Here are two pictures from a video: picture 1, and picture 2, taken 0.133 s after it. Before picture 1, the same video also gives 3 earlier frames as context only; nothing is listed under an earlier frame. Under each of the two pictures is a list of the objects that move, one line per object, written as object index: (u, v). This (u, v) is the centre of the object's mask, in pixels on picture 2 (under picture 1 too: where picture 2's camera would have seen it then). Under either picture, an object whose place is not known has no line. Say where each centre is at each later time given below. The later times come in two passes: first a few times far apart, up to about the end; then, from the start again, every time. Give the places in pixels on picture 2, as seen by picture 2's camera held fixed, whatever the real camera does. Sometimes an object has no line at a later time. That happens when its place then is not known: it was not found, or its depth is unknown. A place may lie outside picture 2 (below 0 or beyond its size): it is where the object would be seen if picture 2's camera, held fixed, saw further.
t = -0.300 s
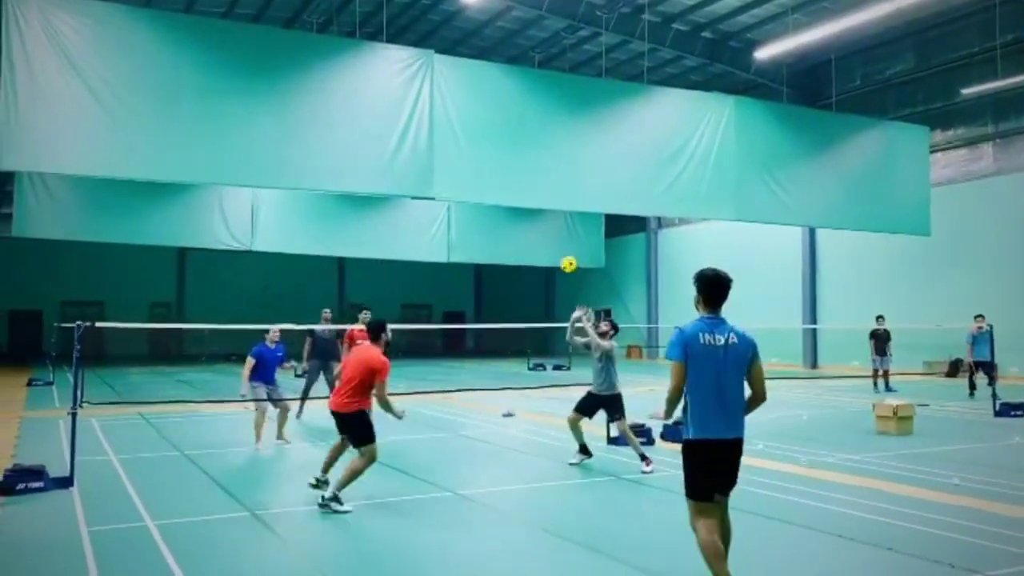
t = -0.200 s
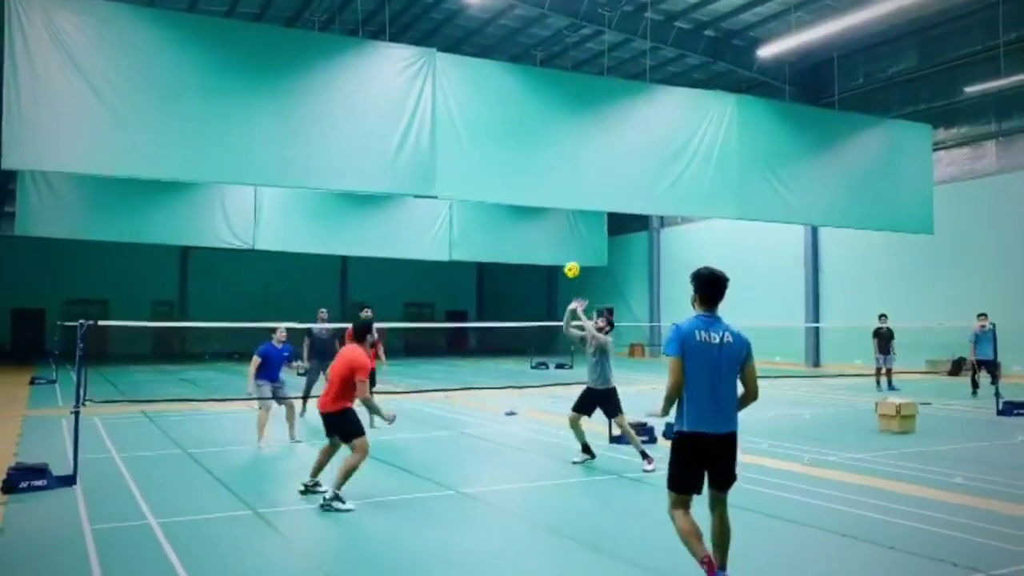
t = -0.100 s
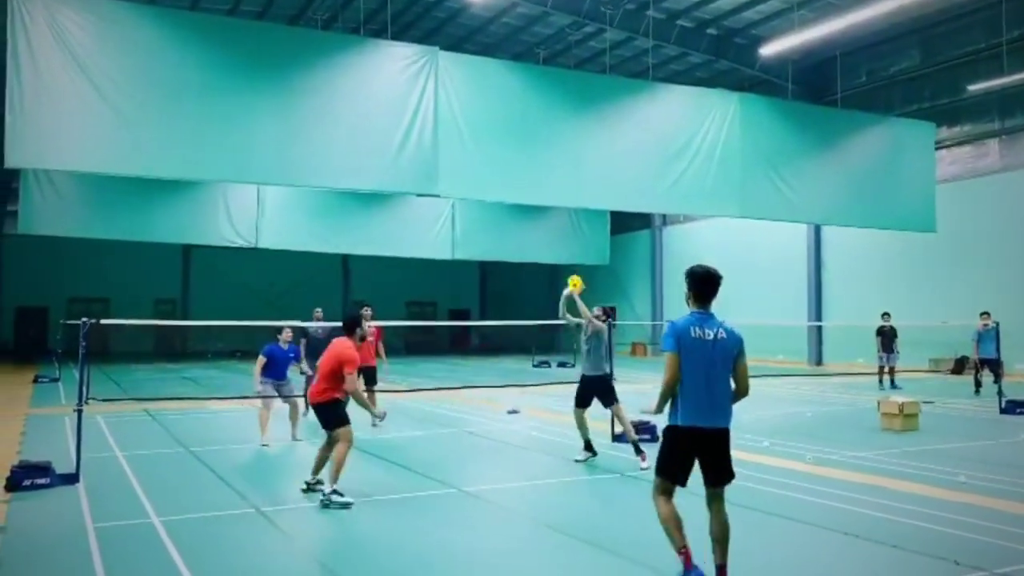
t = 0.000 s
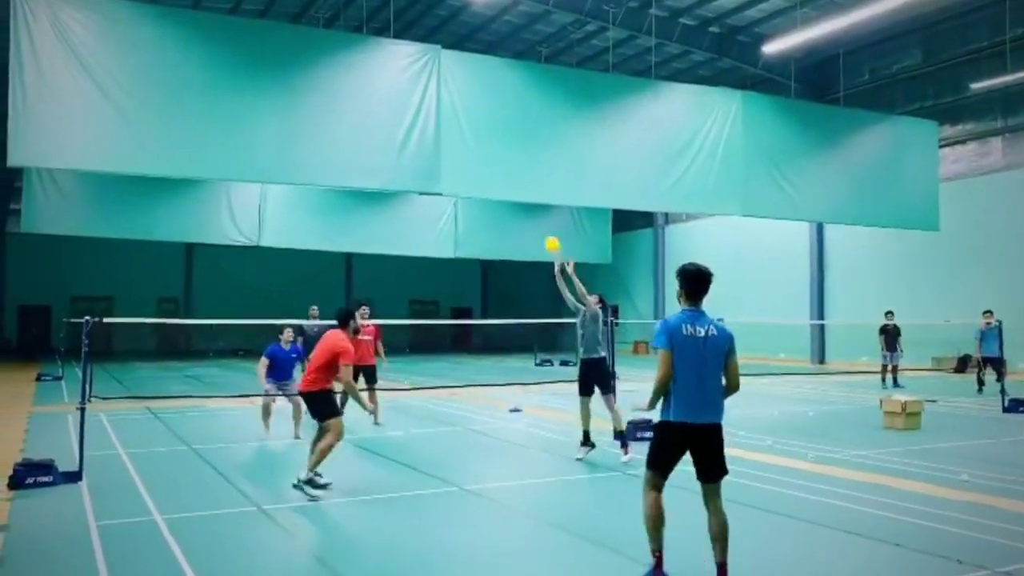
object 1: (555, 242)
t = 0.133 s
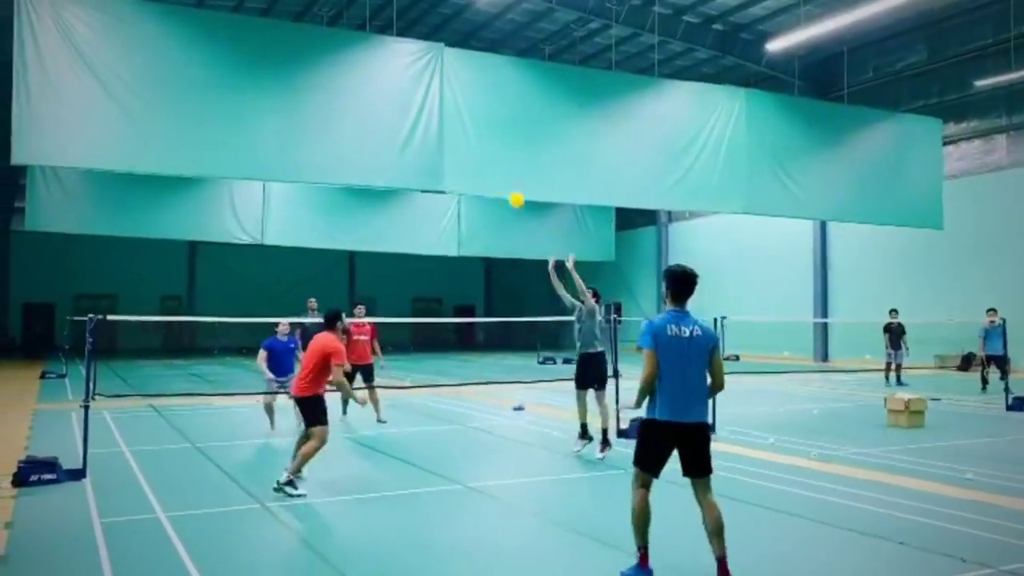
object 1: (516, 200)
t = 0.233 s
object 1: (486, 179)
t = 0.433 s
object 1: (427, 165)
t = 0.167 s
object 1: (507, 191)
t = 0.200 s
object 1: (496, 184)
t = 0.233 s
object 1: (486, 179)
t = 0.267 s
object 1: (477, 174)
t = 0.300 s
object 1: (467, 169)
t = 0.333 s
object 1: (457, 166)
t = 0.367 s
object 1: (447, 165)
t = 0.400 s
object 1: (437, 164)
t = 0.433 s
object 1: (427, 165)
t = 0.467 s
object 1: (418, 166)
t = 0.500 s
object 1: (407, 168)
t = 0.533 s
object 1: (397, 171)
